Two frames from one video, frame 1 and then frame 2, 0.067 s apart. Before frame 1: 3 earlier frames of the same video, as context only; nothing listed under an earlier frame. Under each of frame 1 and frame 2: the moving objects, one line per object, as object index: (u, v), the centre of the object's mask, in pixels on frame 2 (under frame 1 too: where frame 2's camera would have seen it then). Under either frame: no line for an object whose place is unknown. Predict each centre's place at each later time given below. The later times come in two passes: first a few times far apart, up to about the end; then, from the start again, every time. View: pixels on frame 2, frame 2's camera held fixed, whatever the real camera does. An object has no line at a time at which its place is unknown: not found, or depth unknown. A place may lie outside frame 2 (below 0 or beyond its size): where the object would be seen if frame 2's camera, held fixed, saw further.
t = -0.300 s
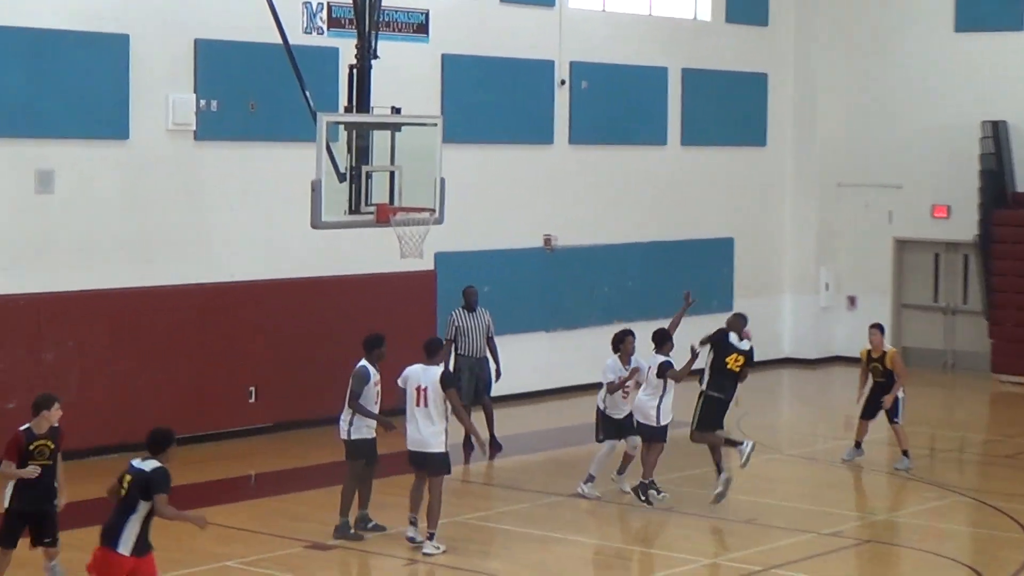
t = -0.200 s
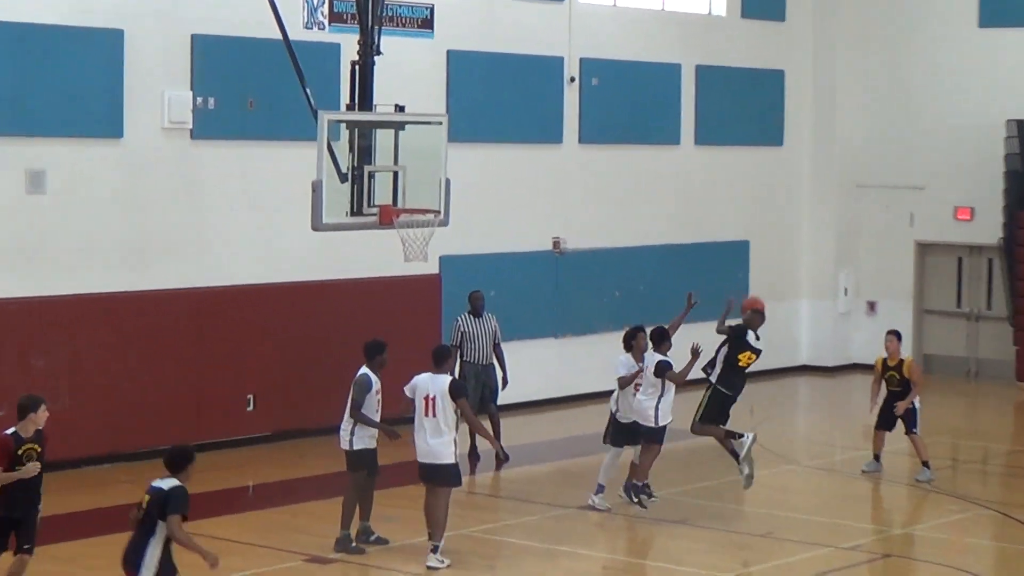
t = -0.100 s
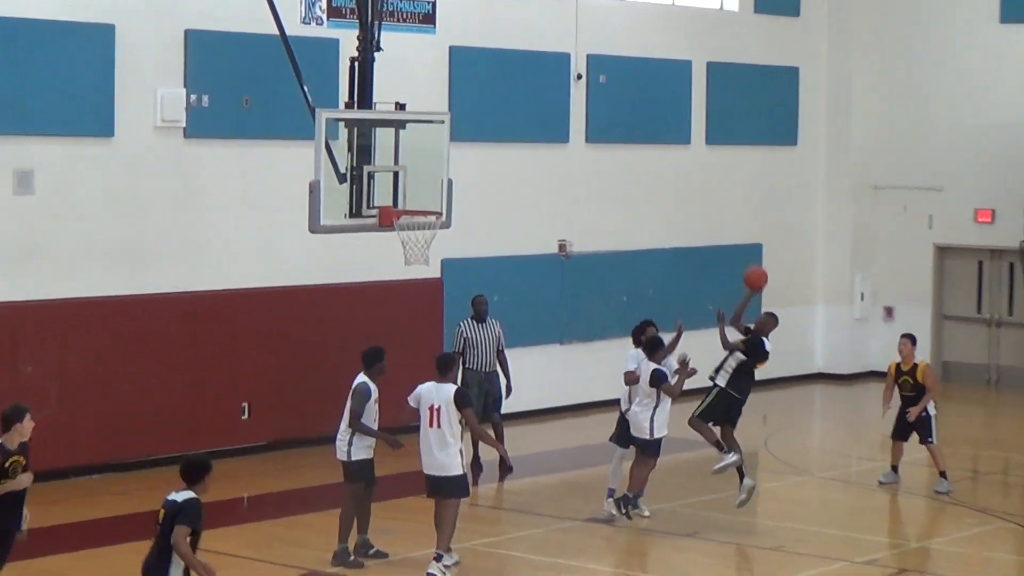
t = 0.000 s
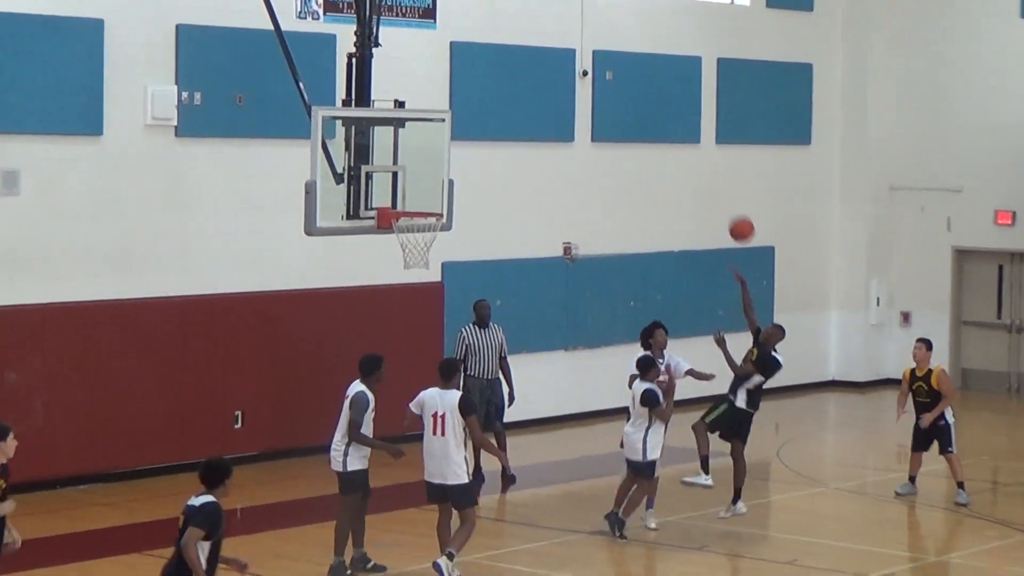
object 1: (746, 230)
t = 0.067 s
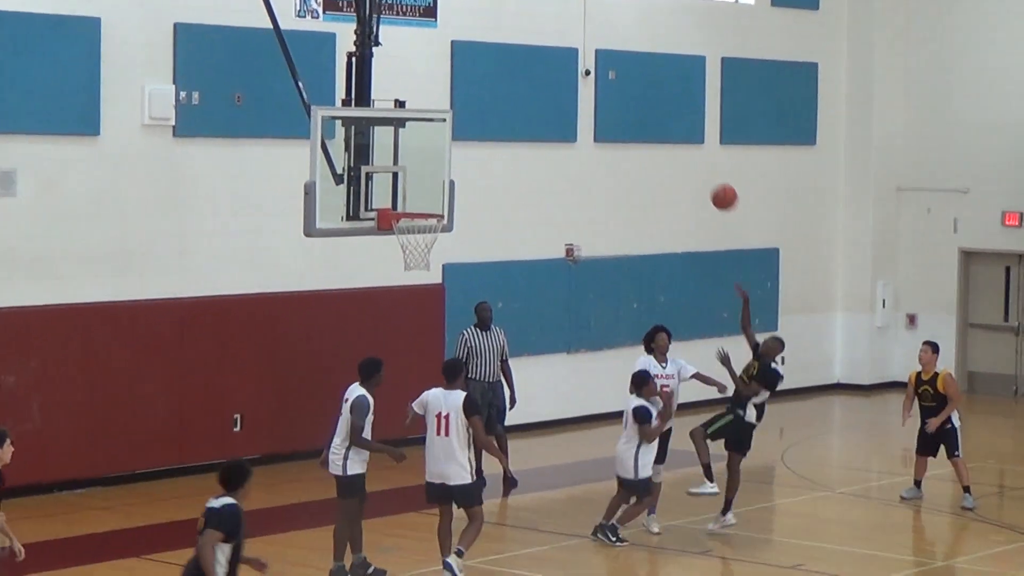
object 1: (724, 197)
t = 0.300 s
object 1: (648, 117)
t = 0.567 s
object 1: (557, 95)
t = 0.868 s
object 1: (451, 162)
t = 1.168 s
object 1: (396, 172)
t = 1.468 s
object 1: (434, 194)
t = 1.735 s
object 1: (420, 202)
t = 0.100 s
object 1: (713, 182)
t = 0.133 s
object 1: (703, 168)
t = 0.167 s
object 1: (692, 156)
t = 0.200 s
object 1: (681, 144)
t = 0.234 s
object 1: (671, 134)
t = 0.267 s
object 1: (660, 125)
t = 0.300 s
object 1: (648, 117)
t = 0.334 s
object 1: (637, 111)
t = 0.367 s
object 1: (627, 105)
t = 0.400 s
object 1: (615, 101)
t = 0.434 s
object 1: (604, 97)
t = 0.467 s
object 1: (593, 96)
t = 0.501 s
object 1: (580, 94)
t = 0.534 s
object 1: (568, 94)
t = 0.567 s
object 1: (557, 95)
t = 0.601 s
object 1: (546, 99)
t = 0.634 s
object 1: (534, 102)
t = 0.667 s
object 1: (522, 107)
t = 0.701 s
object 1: (511, 112)
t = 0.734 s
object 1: (499, 121)
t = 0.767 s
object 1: (488, 130)
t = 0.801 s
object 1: (475, 138)
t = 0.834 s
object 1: (464, 150)
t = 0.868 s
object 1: (451, 162)
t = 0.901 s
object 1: (440, 176)
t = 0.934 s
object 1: (428, 191)
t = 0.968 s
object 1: (418, 202)
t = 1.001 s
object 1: (414, 194)
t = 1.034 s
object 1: (411, 187)
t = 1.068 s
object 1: (407, 182)
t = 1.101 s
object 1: (403, 177)
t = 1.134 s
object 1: (399, 174)
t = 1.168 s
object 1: (396, 172)
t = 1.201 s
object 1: (392, 172)
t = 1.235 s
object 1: (397, 170)
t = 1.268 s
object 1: (402, 170)
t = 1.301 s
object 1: (408, 171)
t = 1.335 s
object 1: (413, 173)
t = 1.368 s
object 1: (418, 177)
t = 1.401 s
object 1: (423, 182)
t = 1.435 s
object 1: (429, 188)
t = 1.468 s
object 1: (434, 194)
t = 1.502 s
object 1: (439, 202)
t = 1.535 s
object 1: (436, 199)
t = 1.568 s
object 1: (434, 197)
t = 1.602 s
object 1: (431, 195)
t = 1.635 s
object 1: (428, 195)
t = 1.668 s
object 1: (426, 197)
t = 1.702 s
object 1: (423, 199)
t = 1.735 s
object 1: (420, 202)
